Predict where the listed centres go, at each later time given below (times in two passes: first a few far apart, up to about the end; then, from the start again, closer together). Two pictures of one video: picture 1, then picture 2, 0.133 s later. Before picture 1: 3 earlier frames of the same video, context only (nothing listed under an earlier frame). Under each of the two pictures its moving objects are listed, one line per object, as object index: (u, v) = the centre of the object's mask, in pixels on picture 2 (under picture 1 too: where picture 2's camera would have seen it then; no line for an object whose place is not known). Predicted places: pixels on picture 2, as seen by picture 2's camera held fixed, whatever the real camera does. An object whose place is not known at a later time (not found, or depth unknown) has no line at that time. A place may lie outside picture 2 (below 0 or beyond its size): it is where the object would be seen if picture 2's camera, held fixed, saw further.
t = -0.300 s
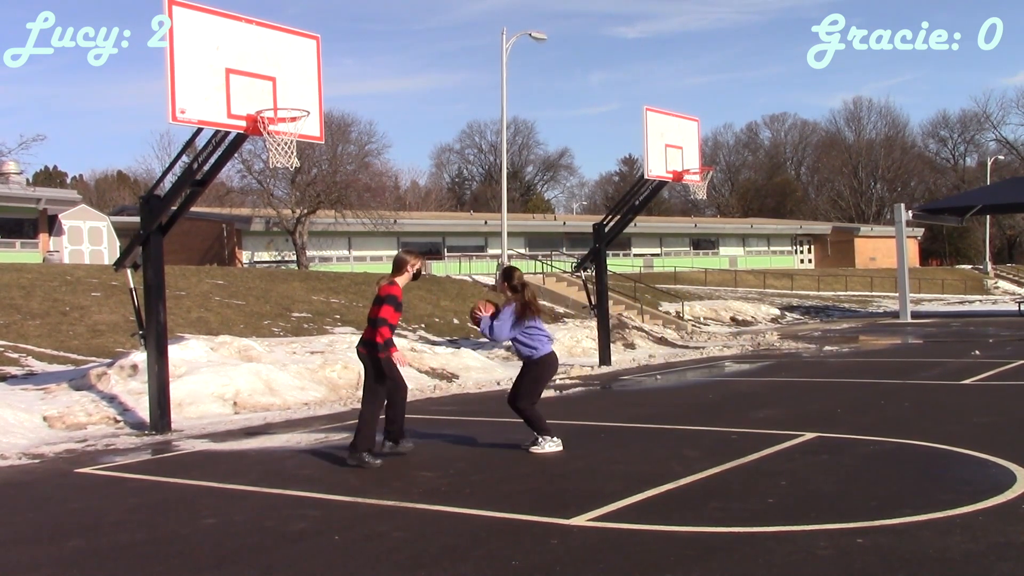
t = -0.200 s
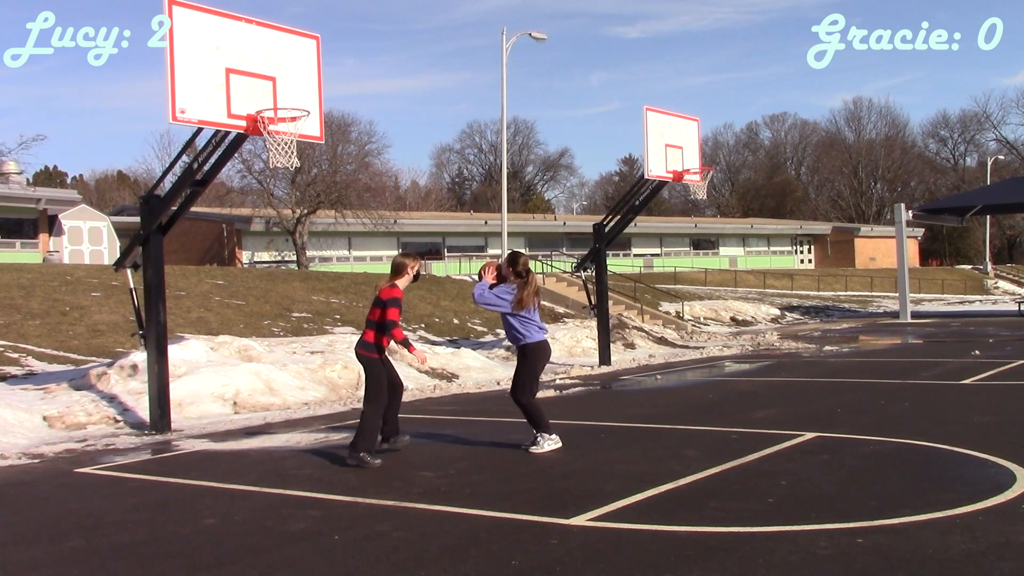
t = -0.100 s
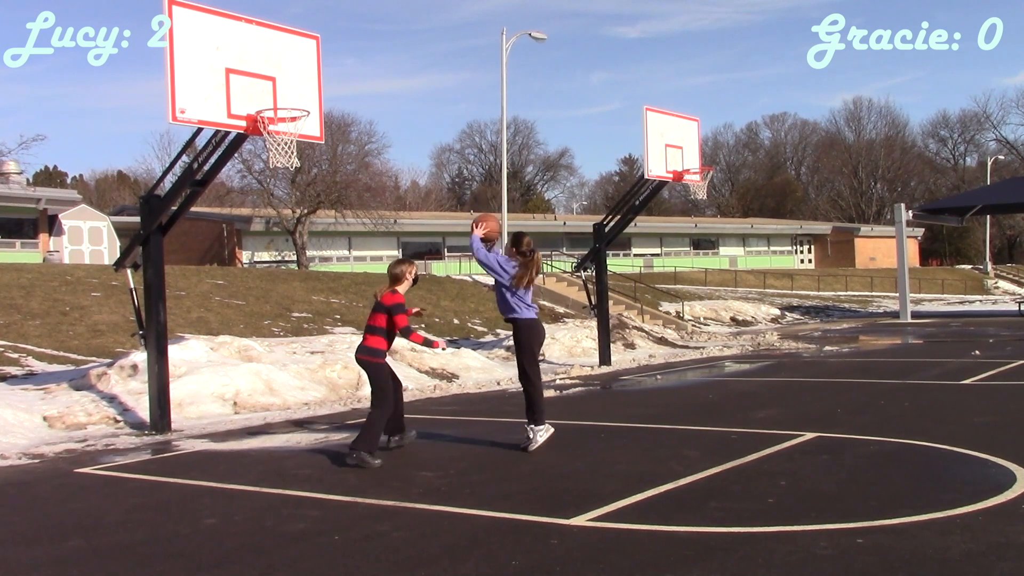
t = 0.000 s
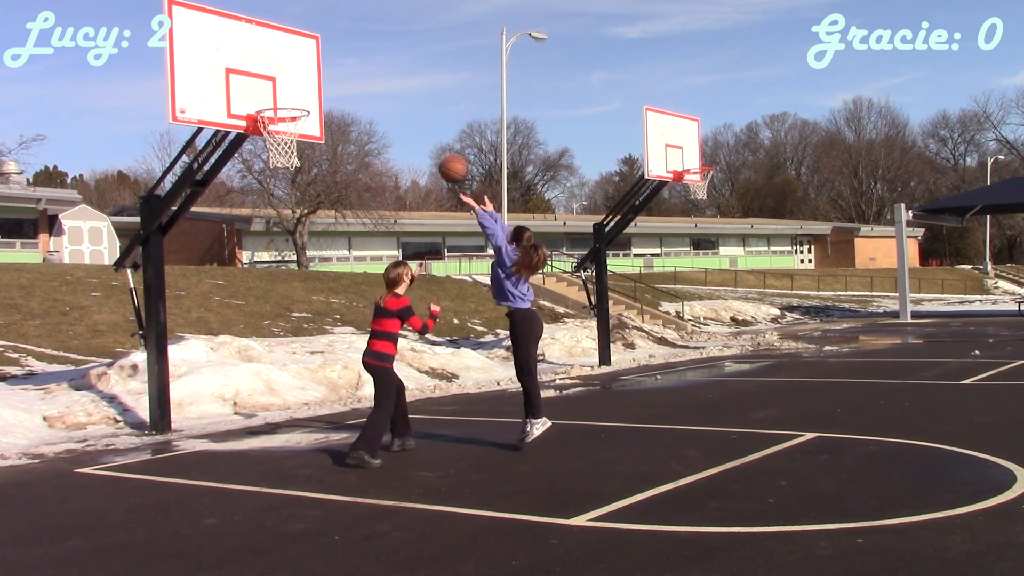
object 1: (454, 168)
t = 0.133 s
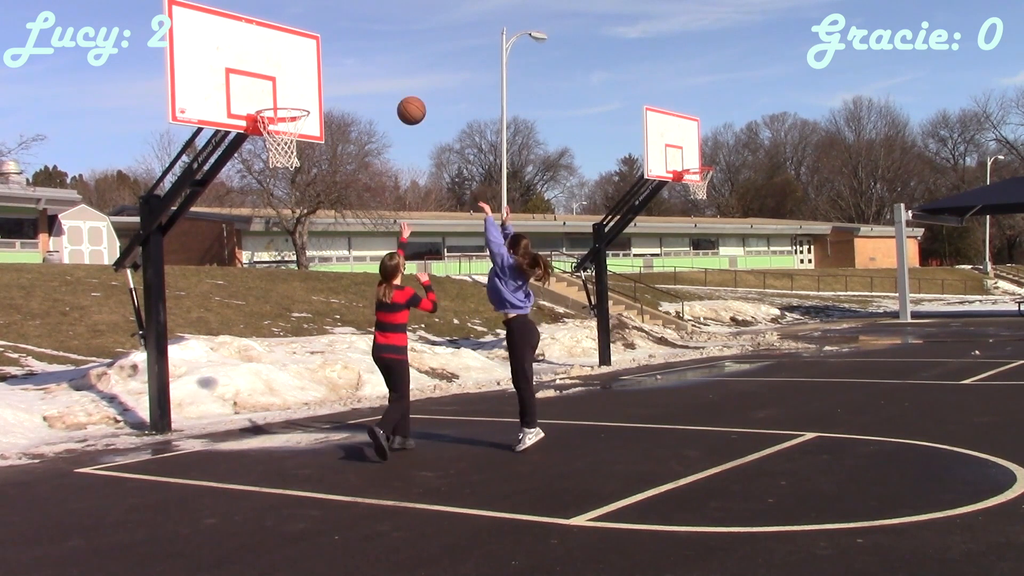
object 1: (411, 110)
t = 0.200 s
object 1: (391, 90)
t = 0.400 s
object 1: (335, 62)
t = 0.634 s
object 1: (274, 87)
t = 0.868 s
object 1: (273, 81)
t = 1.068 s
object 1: (288, 97)
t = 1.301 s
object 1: (316, 156)
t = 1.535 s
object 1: (346, 266)
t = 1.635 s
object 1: (359, 328)
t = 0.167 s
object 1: (401, 100)
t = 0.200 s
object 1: (391, 90)
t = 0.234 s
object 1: (382, 82)
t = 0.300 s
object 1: (362, 70)
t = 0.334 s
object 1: (353, 66)
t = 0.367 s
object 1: (344, 64)
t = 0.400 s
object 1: (335, 62)
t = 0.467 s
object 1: (317, 63)
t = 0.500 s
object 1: (308, 66)
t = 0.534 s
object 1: (299, 69)
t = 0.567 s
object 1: (291, 74)
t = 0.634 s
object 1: (274, 87)
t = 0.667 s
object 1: (266, 96)
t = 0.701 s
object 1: (261, 99)
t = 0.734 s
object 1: (264, 94)
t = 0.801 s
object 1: (268, 85)
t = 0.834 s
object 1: (271, 83)
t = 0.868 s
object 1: (273, 81)
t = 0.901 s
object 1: (275, 82)
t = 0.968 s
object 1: (280, 85)
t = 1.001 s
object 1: (283, 88)
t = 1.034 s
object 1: (285, 93)
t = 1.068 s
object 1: (288, 97)
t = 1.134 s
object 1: (294, 107)
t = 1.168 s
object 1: (302, 113)
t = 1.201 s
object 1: (309, 127)
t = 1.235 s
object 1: (309, 135)
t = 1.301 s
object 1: (316, 156)
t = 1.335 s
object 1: (320, 168)
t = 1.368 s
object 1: (325, 181)
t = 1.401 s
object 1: (329, 196)
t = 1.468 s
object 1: (338, 230)
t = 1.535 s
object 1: (346, 266)
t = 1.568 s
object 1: (351, 285)
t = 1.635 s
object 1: (359, 328)
